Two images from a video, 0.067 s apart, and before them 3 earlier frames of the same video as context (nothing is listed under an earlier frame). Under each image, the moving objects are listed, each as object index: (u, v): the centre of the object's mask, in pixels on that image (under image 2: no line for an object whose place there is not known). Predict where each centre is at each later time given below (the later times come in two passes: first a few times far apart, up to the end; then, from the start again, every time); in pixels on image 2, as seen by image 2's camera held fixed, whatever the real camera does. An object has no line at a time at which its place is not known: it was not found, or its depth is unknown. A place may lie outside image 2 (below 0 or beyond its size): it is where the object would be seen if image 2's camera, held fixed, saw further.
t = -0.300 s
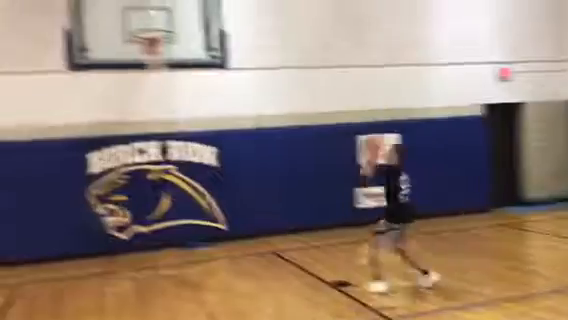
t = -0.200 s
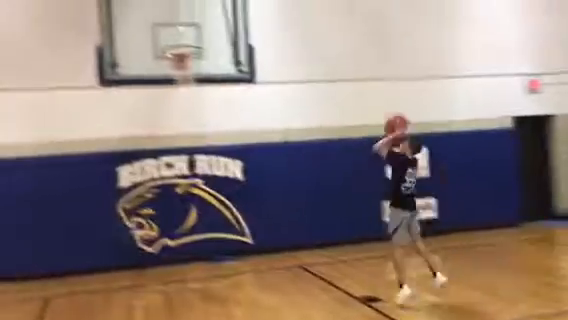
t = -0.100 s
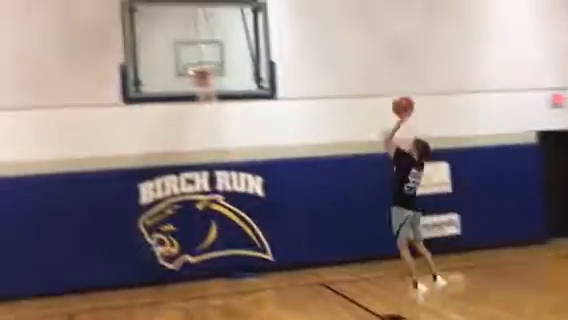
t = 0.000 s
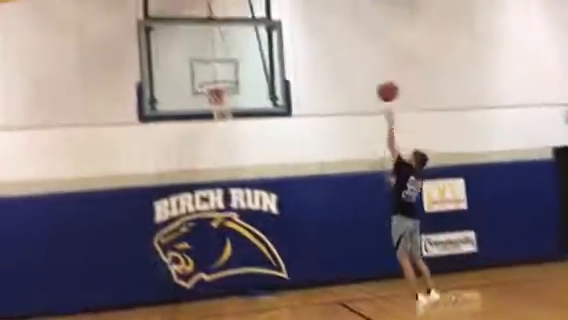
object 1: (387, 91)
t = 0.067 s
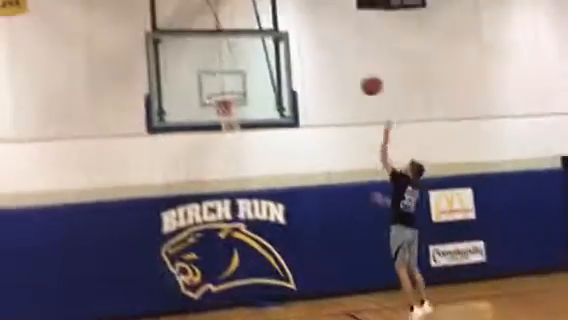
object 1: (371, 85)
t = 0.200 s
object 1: (330, 65)
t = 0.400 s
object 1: (274, 62)
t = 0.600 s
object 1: (242, 83)
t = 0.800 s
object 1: (229, 112)
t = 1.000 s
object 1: (234, 151)
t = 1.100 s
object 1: (237, 181)
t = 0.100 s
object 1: (361, 79)
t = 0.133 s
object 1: (350, 73)
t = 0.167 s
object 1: (340, 69)
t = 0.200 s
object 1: (330, 65)
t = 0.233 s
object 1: (320, 62)
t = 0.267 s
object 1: (311, 61)
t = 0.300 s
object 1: (301, 60)
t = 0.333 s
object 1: (292, 60)
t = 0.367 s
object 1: (284, 60)
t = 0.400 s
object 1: (274, 62)
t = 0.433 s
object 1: (266, 65)
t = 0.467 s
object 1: (257, 68)
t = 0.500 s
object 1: (251, 71)
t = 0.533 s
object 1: (248, 74)
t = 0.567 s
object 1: (245, 78)
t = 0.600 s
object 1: (242, 83)
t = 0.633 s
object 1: (238, 88)
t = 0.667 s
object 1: (236, 93)
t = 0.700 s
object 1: (233, 103)
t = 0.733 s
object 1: (229, 111)
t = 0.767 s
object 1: (228, 111)
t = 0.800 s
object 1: (229, 112)
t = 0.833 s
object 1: (229, 113)
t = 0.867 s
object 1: (229, 120)
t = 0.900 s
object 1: (230, 122)
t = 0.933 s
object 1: (232, 134)
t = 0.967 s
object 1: (233, 142)
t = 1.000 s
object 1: (234, 151)
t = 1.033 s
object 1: (234, 160)
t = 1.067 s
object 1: (235, 169)
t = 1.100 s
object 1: (237, 181)
